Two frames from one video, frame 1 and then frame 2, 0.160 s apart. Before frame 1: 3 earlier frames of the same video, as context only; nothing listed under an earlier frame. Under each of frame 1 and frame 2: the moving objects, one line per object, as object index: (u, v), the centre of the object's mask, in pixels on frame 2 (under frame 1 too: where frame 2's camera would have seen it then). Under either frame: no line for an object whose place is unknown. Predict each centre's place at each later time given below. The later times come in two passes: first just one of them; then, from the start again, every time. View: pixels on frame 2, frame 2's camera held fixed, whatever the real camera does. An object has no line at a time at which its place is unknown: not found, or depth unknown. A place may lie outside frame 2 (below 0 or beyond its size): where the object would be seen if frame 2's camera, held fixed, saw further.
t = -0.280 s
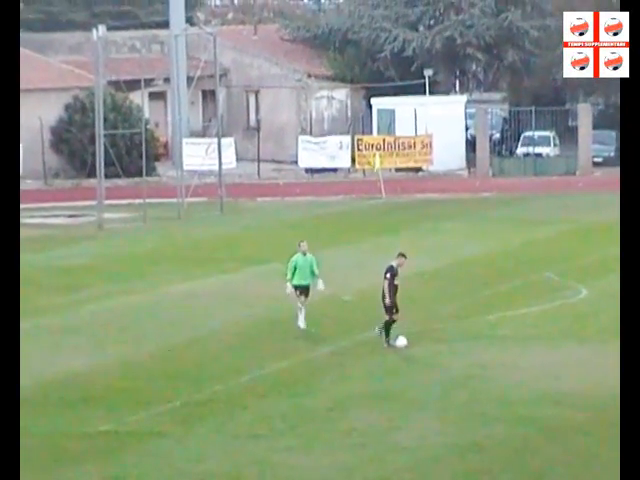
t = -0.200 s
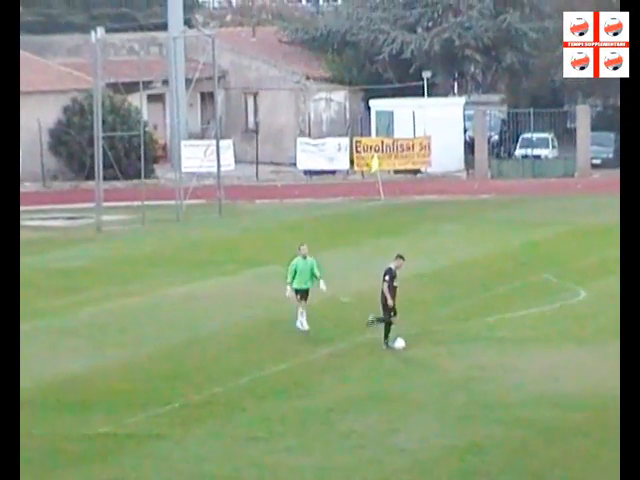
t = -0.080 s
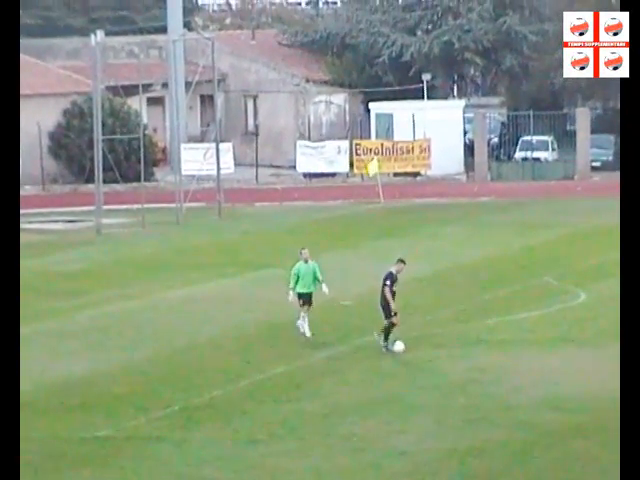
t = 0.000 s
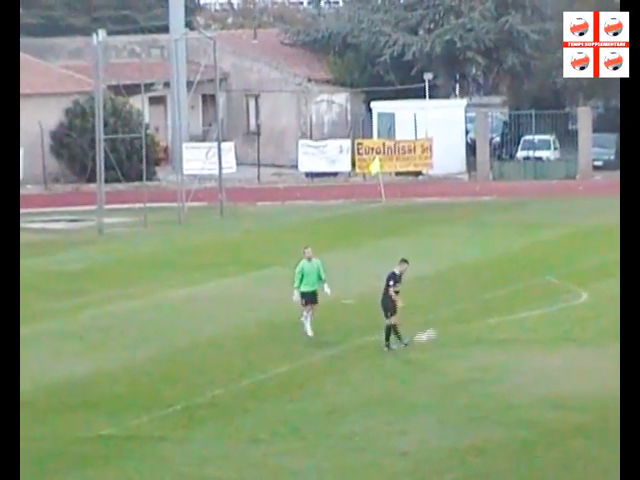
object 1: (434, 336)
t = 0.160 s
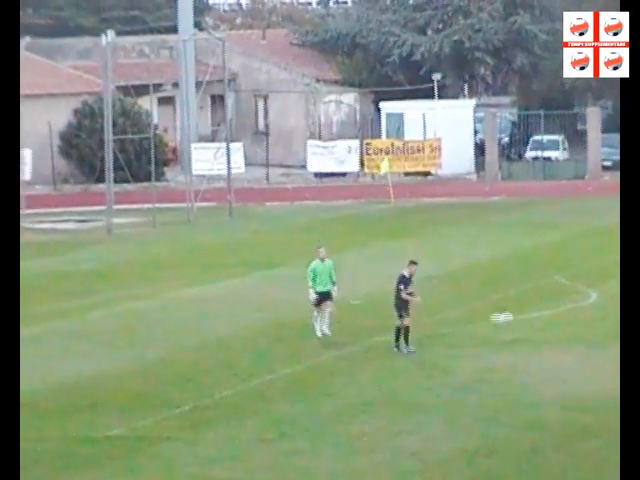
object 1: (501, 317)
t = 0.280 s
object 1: (552, 310)
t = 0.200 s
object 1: (518, 314)
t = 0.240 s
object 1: (535, 312)
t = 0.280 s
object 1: (552, 310)
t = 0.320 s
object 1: (568, 309)
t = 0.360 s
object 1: (584, 310)
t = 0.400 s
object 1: (601, 312)
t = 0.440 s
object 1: (618, 314)
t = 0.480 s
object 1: (634, 318)
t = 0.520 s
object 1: (650, 323)
